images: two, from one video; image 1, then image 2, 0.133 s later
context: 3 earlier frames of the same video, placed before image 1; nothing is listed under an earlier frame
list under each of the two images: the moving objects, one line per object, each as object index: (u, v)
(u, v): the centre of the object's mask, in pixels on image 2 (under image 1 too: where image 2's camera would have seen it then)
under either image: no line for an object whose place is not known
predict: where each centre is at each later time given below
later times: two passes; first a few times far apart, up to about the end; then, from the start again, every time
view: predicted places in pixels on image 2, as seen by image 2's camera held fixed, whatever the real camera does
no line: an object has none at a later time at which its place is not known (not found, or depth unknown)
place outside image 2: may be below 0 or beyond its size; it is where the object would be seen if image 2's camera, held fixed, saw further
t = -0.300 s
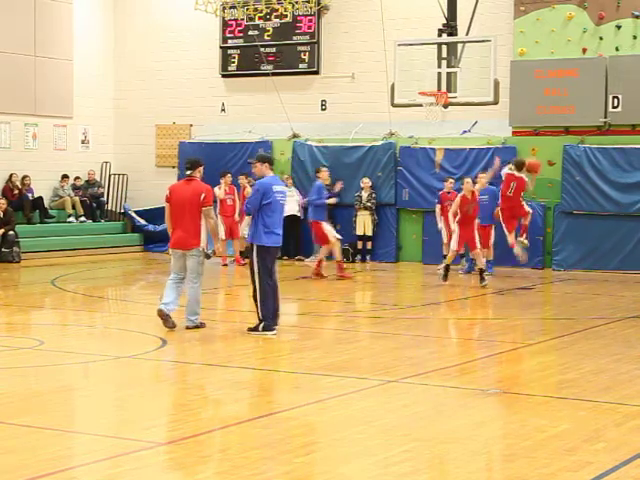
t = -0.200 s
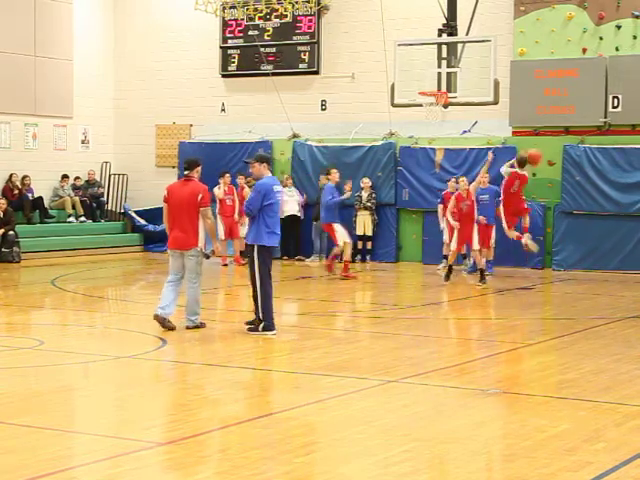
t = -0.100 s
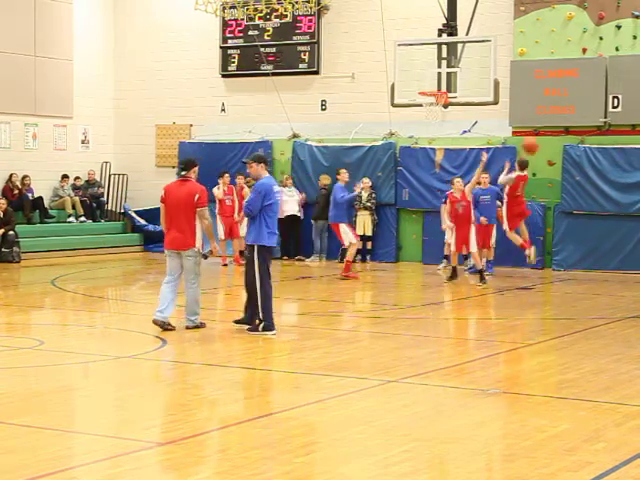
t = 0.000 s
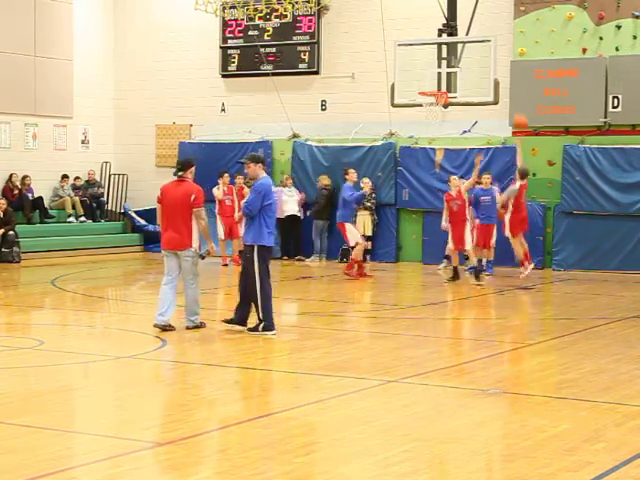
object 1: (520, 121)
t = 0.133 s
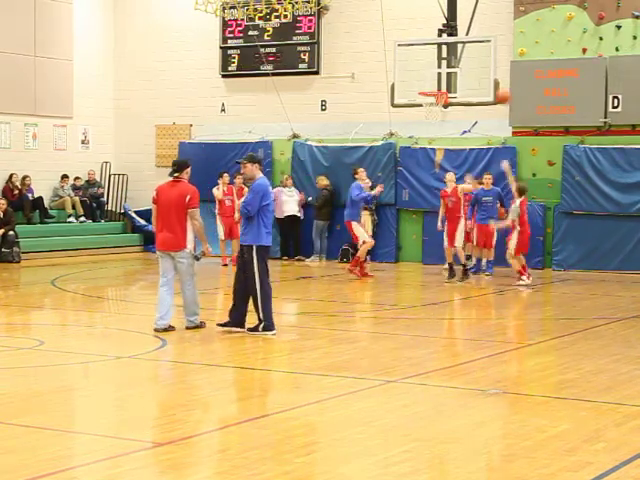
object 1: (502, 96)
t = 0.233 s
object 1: (489, 85)
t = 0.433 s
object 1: (464, 79)
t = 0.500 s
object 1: (456, 82)
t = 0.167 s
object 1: (498, 92)
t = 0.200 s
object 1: (494, 88)
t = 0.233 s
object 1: (489, 85)
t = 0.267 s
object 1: (486, 83)
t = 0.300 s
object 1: (481, 81)
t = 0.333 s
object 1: (477, 80)
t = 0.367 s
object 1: (473, 79)
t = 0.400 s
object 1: (469, 79)
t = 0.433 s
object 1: (464, 79)
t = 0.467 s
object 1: (460, 81)
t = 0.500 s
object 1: (456, 82)
